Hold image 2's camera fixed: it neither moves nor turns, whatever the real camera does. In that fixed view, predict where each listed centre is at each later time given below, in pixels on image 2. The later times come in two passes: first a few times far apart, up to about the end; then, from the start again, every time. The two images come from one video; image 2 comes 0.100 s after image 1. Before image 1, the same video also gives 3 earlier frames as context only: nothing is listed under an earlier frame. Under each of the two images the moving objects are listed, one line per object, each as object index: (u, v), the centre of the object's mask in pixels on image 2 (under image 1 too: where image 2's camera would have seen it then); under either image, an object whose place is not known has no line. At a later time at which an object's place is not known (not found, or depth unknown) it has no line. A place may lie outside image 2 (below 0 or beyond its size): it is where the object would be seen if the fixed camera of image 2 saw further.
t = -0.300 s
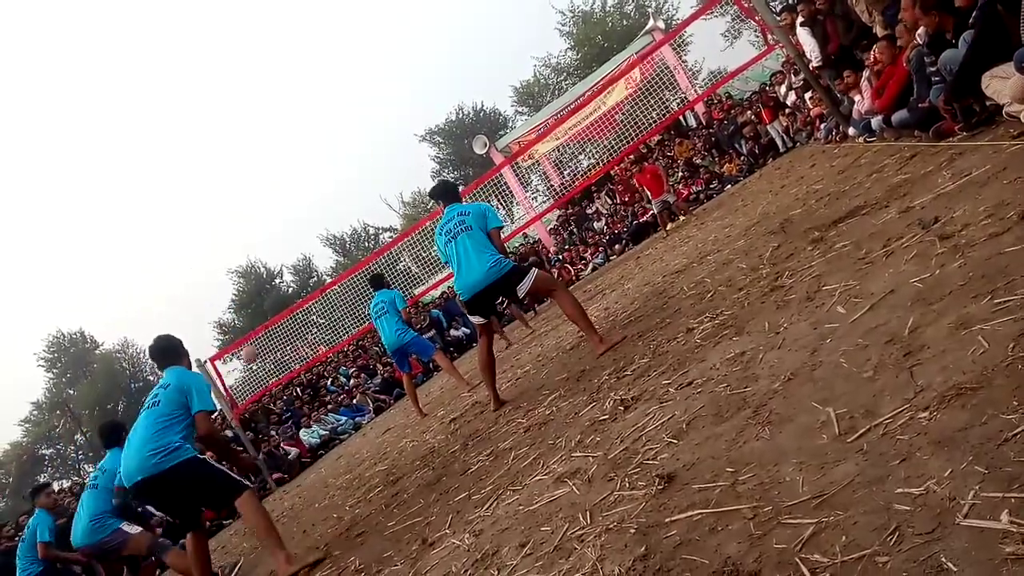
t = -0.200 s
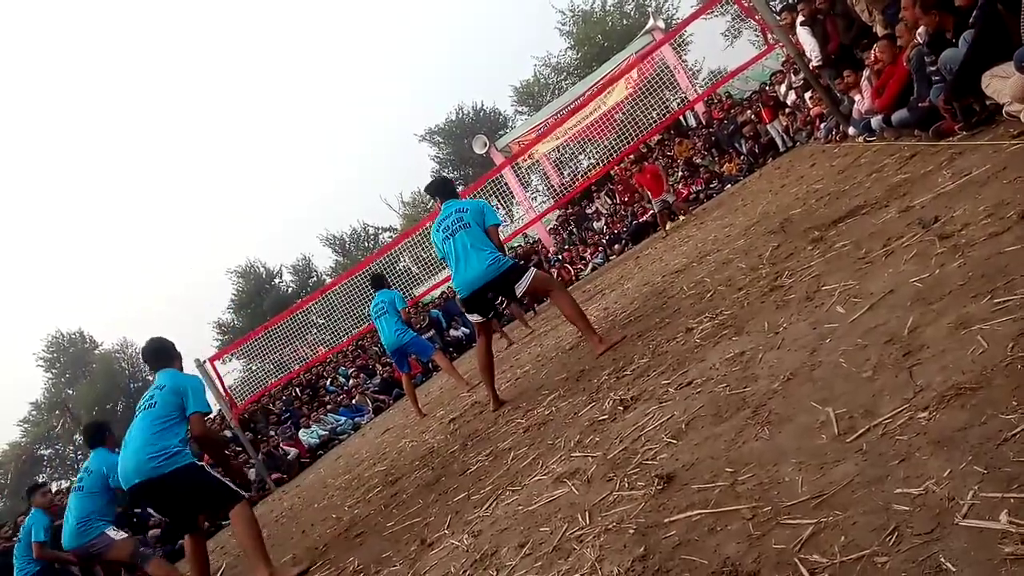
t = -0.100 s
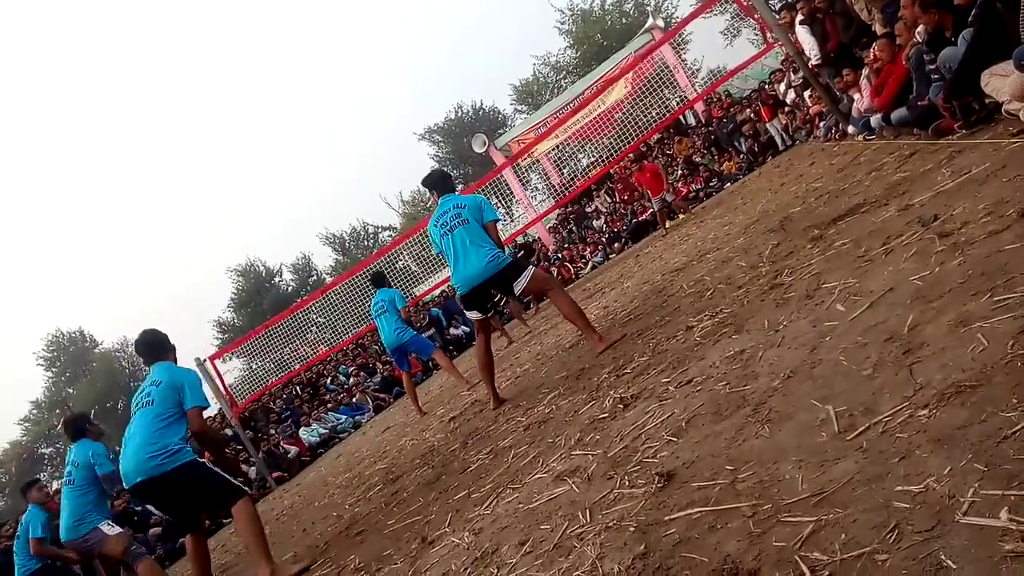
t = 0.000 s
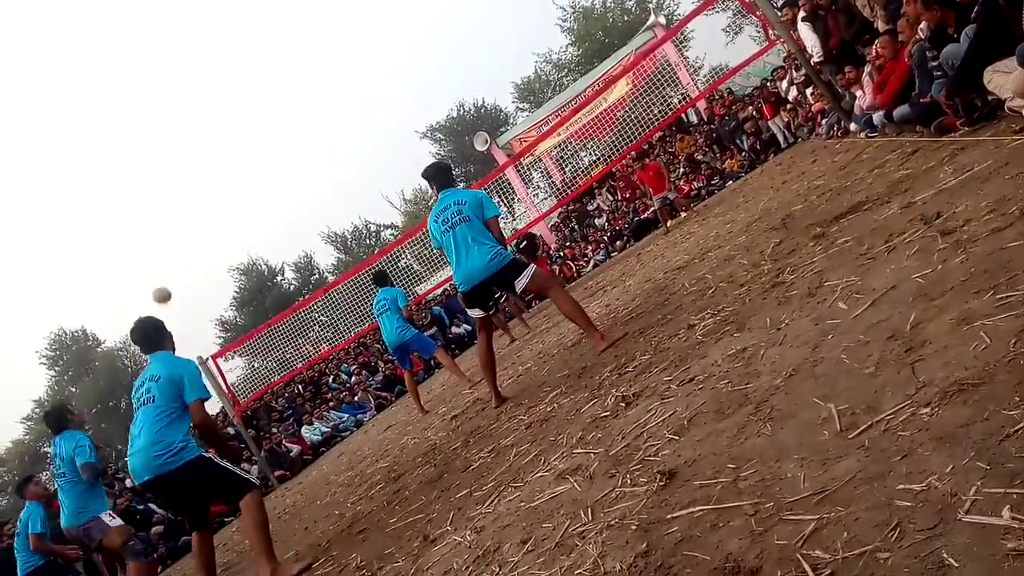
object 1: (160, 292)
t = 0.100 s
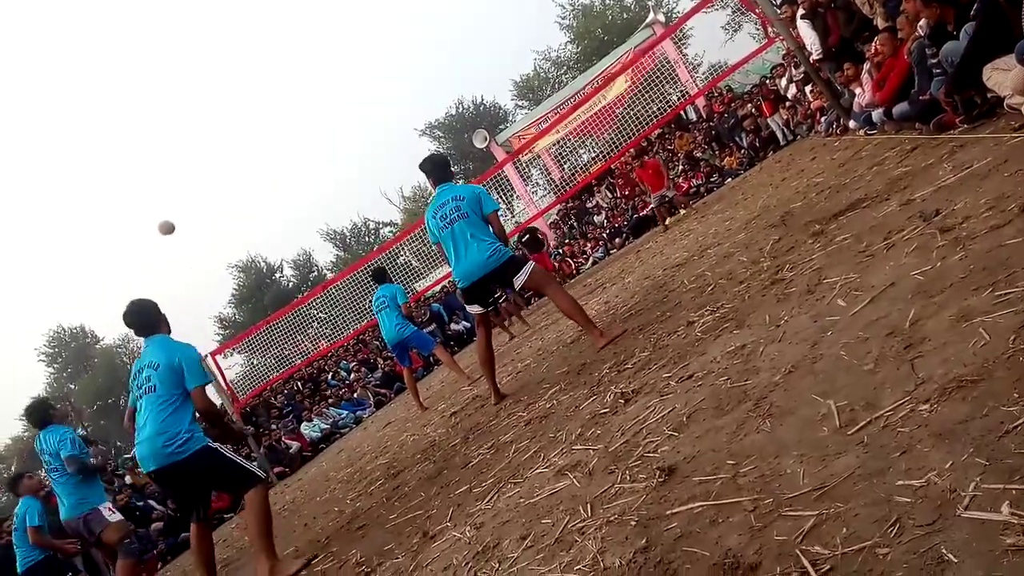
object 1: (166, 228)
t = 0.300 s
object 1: (186, 146)
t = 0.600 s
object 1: (231, 101)
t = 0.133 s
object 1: (168, 210)
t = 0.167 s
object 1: (172, 195)
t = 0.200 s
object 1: (175, 181)
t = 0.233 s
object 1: (179, 168)
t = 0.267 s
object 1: (182, 156)
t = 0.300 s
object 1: (186, 146)
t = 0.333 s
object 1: (190, 138)
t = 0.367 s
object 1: (195, 130)
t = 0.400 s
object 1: (199, 124)
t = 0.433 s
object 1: (204, 117)
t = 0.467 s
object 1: (209, 112)
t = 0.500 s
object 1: (214, 108)
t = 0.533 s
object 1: (219, 106)
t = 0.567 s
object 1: (225, 102)
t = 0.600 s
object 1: (231, 101)
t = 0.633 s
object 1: (235, 101)
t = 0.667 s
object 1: (241, 99)
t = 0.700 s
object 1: (247, 100)
